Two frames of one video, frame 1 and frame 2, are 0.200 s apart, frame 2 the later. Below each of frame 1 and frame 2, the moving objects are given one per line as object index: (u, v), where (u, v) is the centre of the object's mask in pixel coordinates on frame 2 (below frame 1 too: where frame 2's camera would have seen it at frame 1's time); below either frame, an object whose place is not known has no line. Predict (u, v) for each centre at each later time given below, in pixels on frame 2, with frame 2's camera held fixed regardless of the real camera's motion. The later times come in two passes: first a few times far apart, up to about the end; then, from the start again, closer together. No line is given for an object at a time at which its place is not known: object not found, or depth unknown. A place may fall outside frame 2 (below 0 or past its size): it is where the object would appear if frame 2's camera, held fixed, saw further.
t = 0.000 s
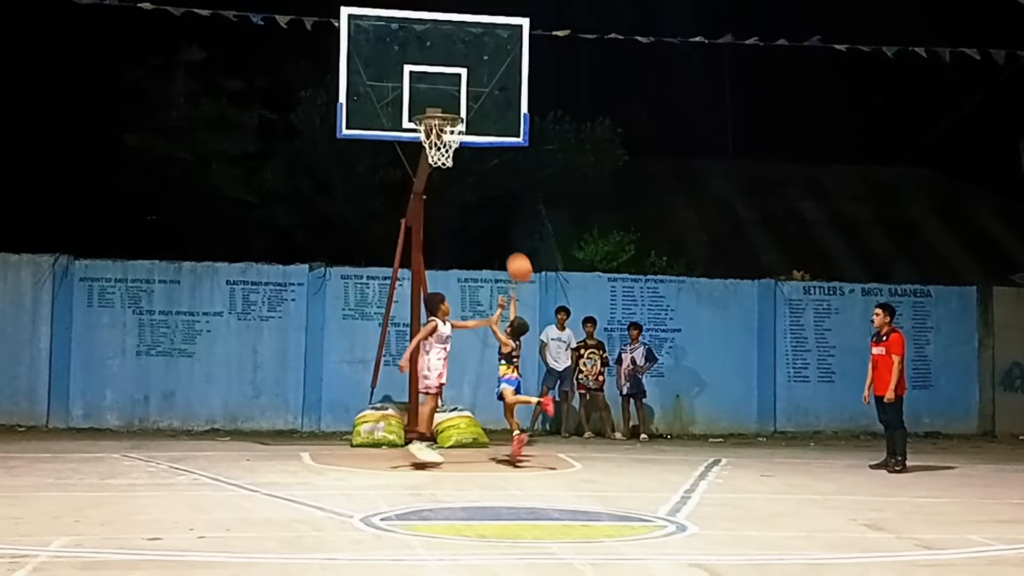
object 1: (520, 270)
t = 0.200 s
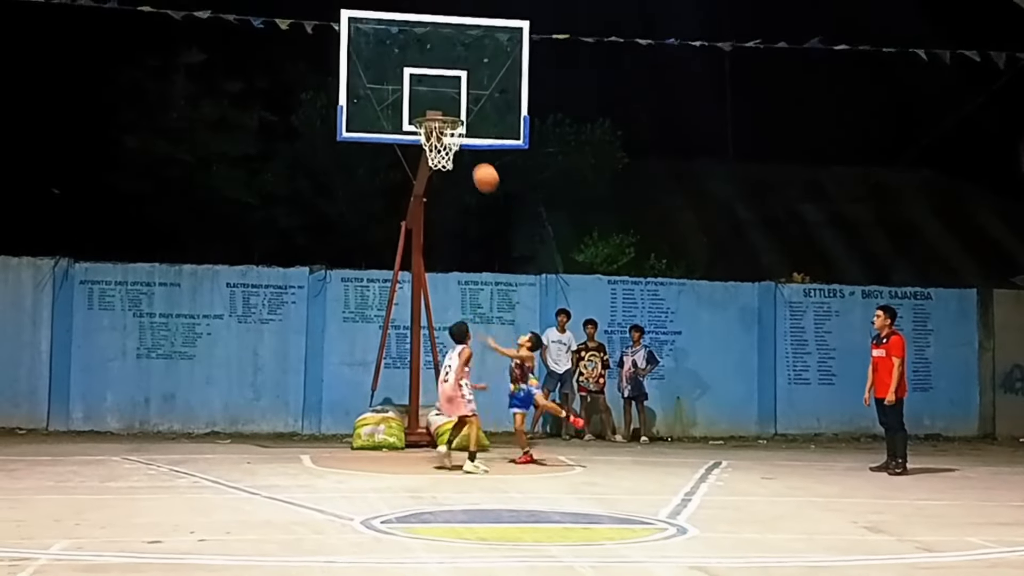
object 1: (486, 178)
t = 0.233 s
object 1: (480, 167)
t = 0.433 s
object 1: (467, 141)
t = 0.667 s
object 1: (476, 192)
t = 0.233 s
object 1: (480, 167)
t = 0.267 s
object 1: (475, 157)
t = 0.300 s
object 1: (471, 147)
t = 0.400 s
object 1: (467, 139)
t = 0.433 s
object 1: (467, 141)
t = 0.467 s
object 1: (468, 145)
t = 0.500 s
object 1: (468, 150)
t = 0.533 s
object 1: (469, 156)
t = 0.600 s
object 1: (472, 171)
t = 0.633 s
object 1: (474, 181)
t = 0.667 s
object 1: (476, 192)
